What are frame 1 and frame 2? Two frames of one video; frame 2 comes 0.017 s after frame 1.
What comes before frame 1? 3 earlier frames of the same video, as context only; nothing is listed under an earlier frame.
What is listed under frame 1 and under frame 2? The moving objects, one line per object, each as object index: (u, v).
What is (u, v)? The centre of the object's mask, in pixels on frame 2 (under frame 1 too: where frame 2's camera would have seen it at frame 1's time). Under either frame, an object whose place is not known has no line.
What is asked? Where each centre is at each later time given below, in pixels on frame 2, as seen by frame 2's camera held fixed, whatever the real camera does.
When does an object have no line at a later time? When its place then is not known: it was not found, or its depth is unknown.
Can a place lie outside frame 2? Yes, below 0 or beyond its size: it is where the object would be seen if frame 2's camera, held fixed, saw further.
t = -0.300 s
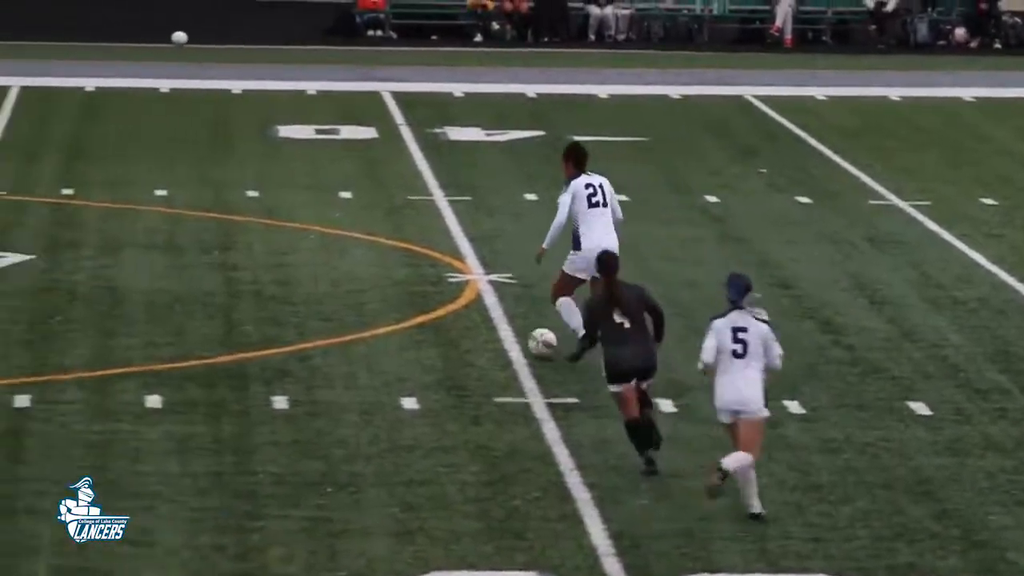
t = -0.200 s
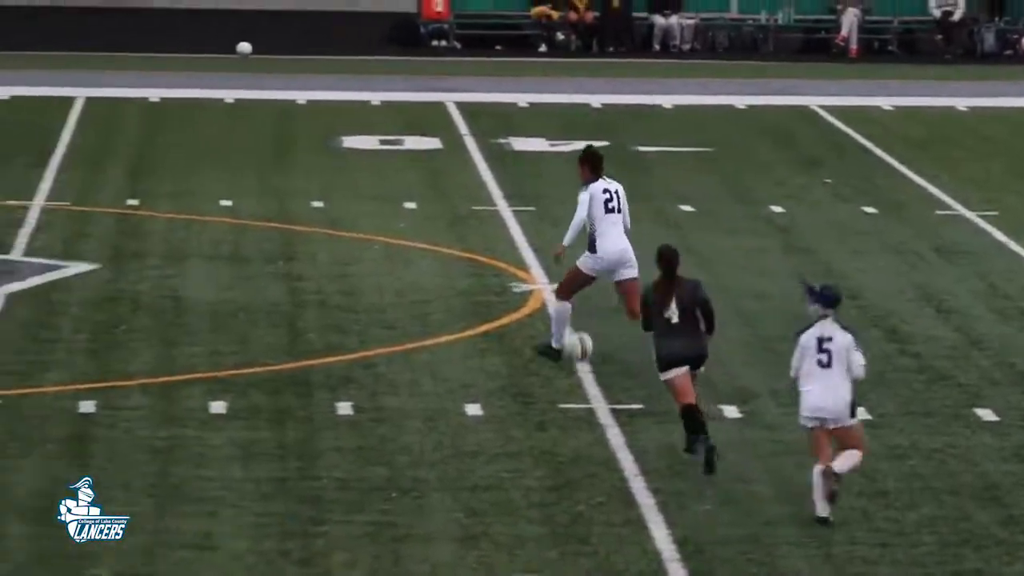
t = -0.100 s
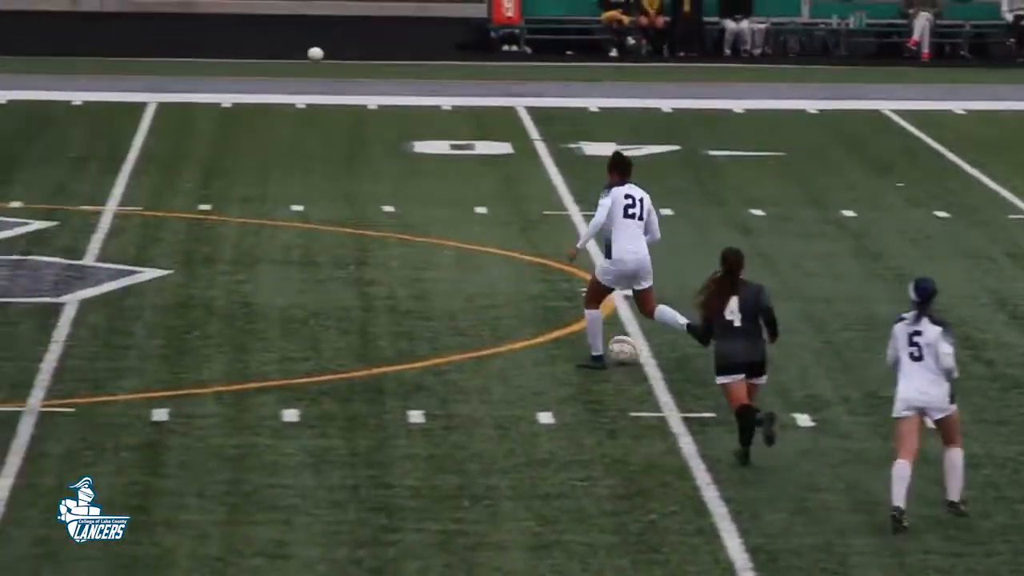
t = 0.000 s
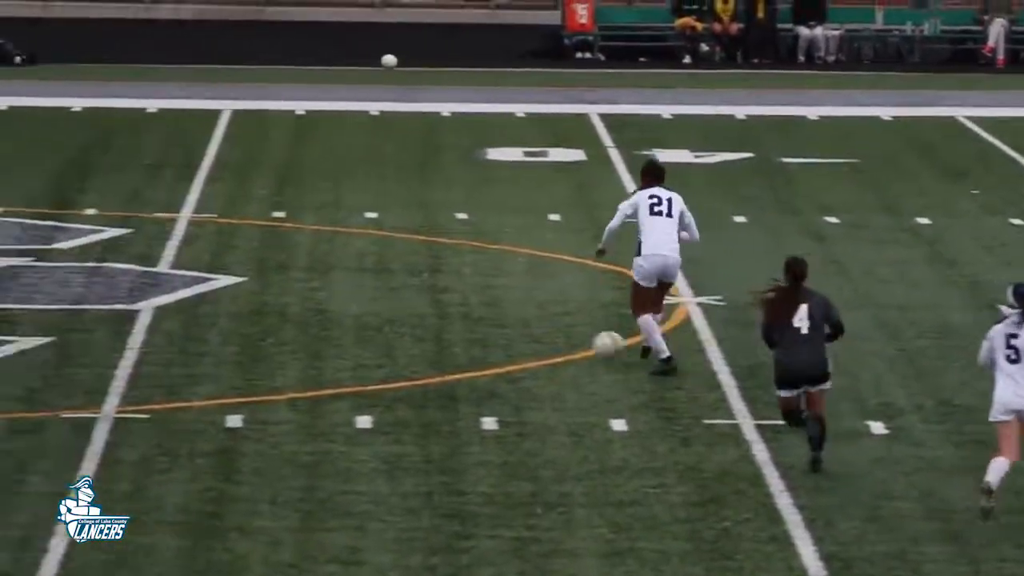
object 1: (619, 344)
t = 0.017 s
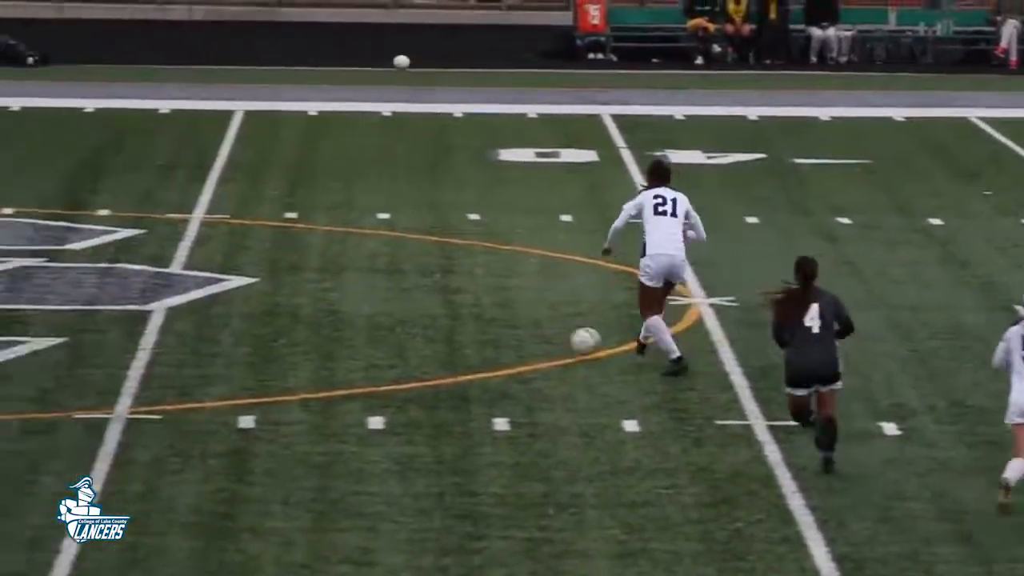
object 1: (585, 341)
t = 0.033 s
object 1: (551, 337)
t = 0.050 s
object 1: (517, 333)
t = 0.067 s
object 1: (484, 330)
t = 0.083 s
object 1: (451, 327)
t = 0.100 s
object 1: (418, 324)
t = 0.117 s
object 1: (385, 322)
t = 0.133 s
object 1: (352, 321)
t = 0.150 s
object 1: (320, 320)
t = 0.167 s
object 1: (289, 319)
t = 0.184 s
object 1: (258, 313)
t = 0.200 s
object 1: (229, 311)
